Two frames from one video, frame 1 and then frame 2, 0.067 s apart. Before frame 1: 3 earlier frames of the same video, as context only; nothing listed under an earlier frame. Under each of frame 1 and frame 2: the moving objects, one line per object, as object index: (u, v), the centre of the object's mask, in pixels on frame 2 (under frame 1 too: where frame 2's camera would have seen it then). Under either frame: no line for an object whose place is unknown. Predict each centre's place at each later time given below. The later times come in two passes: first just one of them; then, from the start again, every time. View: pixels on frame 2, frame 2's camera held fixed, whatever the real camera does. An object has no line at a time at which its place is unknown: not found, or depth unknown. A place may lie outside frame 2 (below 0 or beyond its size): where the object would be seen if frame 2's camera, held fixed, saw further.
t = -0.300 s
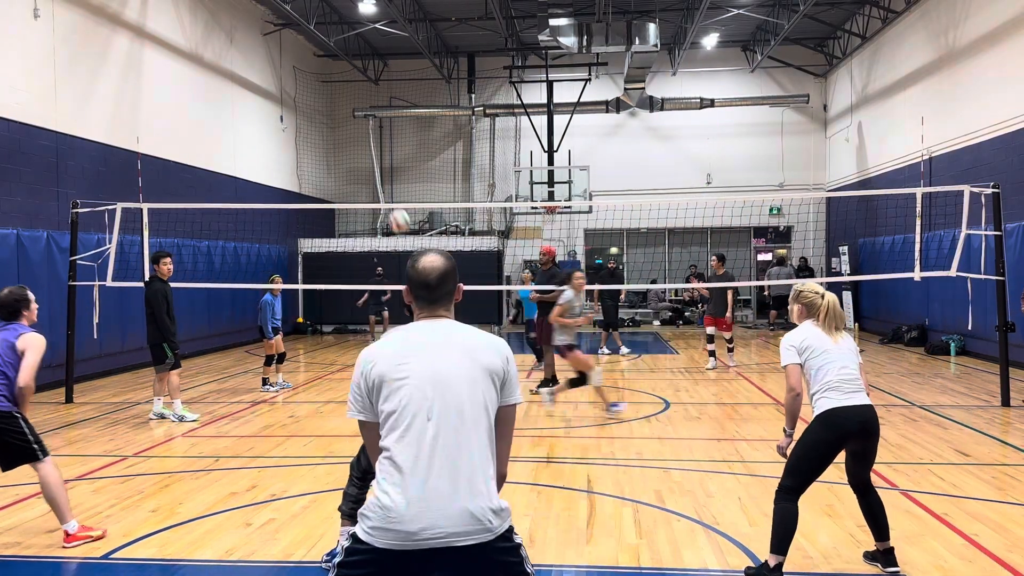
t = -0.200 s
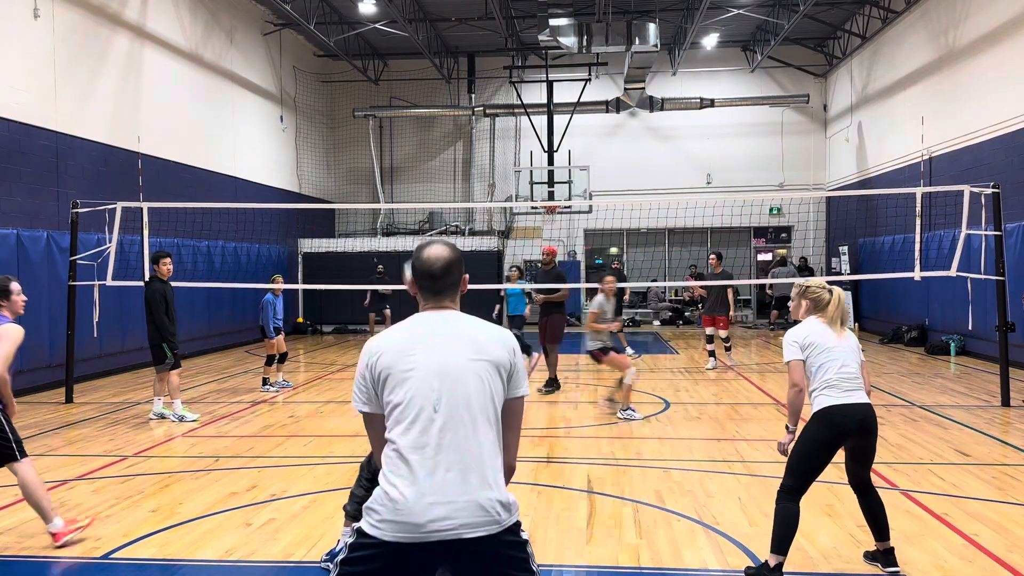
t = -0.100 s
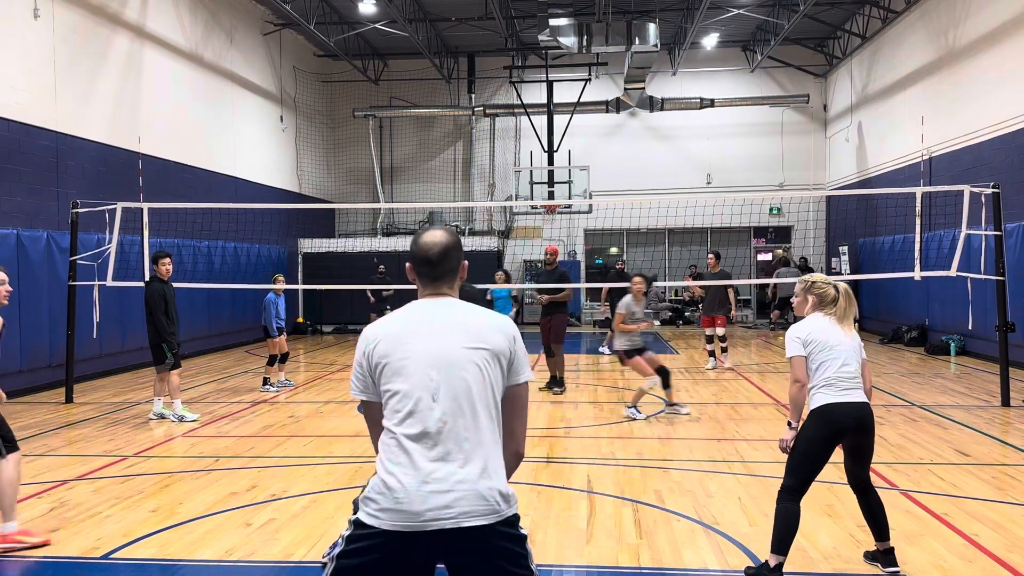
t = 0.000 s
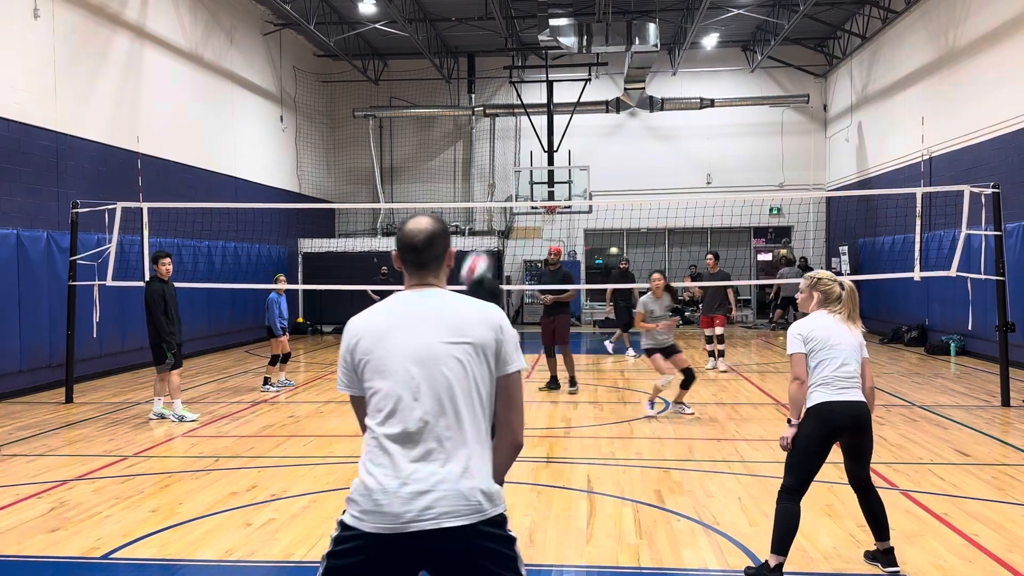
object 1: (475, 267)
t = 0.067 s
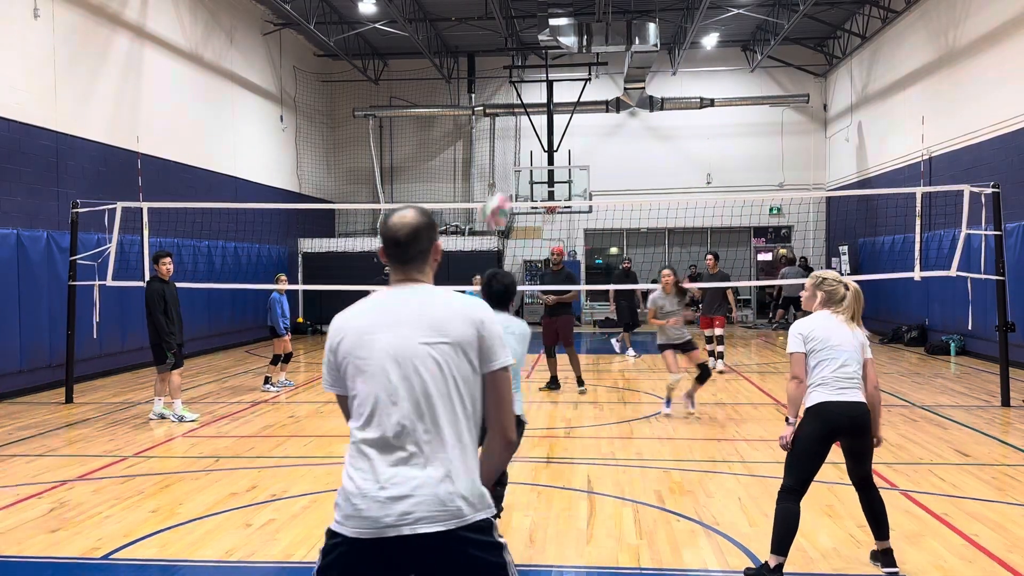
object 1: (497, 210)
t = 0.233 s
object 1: (535, 108)
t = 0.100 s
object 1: (503, 186)
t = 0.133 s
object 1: (513, 164)
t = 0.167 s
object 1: (519, 142)
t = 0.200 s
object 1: (527, 124)
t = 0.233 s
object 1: (535, 108)
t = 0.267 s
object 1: (543, 96)
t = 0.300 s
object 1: (549, 84)
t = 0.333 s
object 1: (556, 75)
